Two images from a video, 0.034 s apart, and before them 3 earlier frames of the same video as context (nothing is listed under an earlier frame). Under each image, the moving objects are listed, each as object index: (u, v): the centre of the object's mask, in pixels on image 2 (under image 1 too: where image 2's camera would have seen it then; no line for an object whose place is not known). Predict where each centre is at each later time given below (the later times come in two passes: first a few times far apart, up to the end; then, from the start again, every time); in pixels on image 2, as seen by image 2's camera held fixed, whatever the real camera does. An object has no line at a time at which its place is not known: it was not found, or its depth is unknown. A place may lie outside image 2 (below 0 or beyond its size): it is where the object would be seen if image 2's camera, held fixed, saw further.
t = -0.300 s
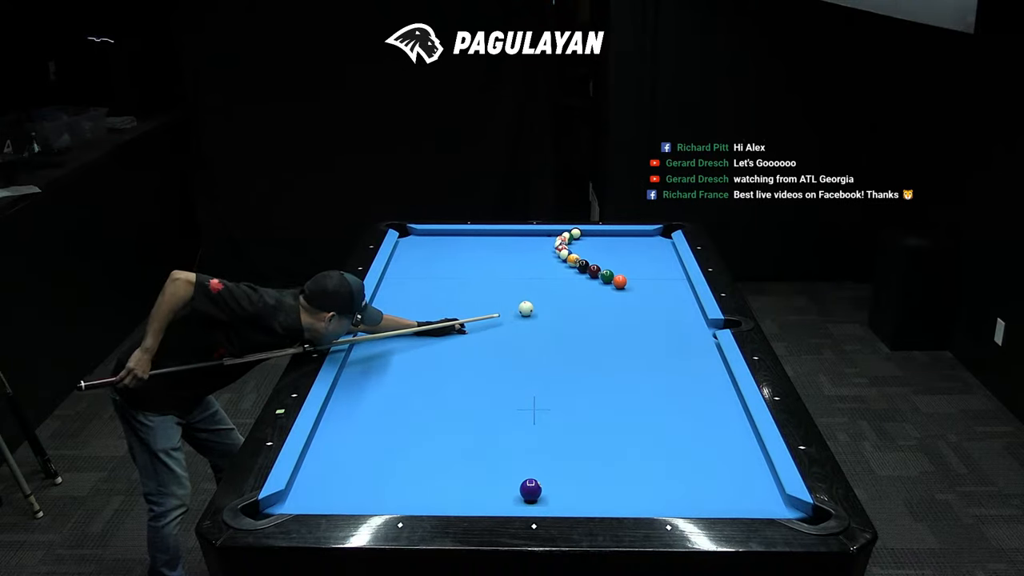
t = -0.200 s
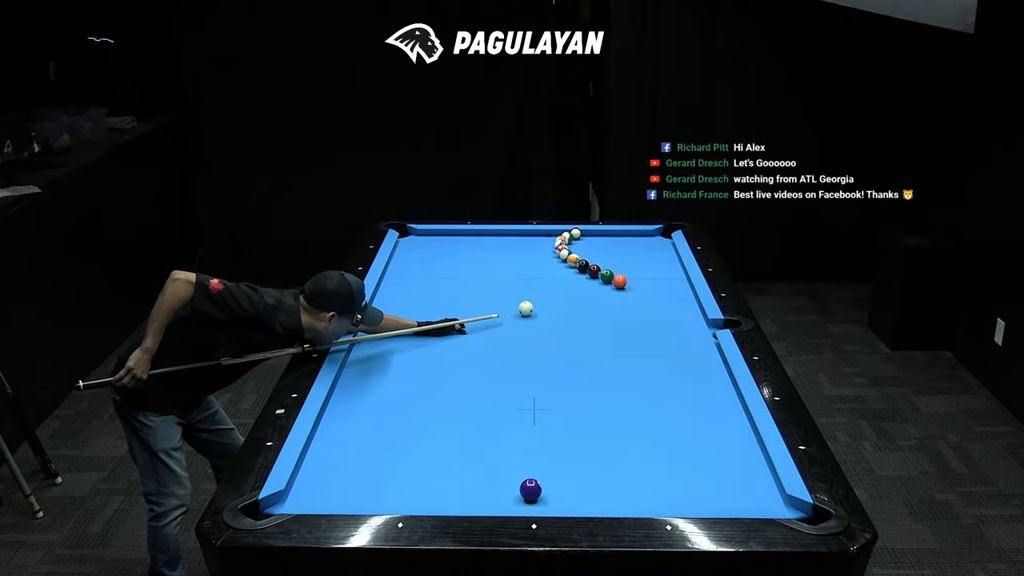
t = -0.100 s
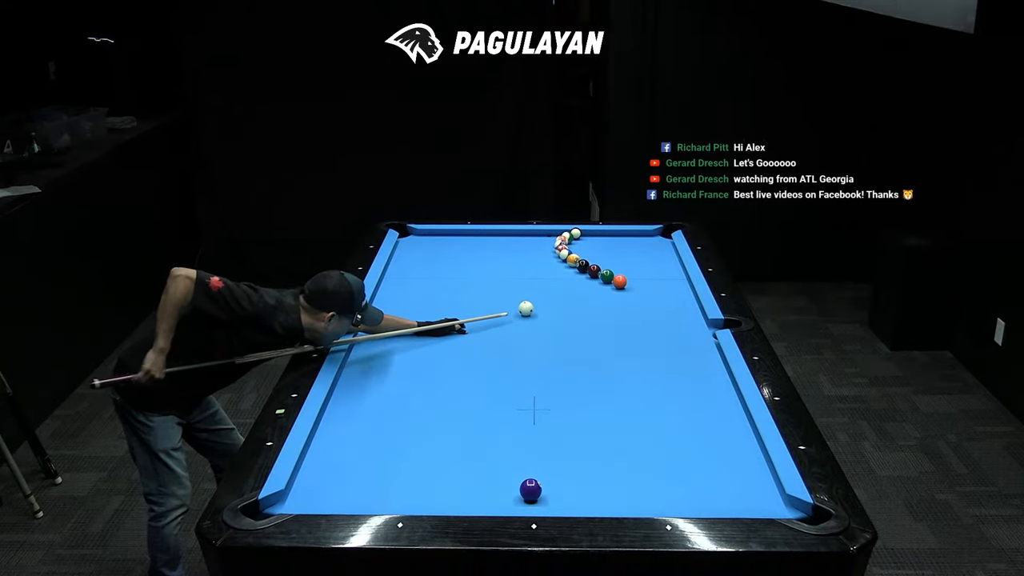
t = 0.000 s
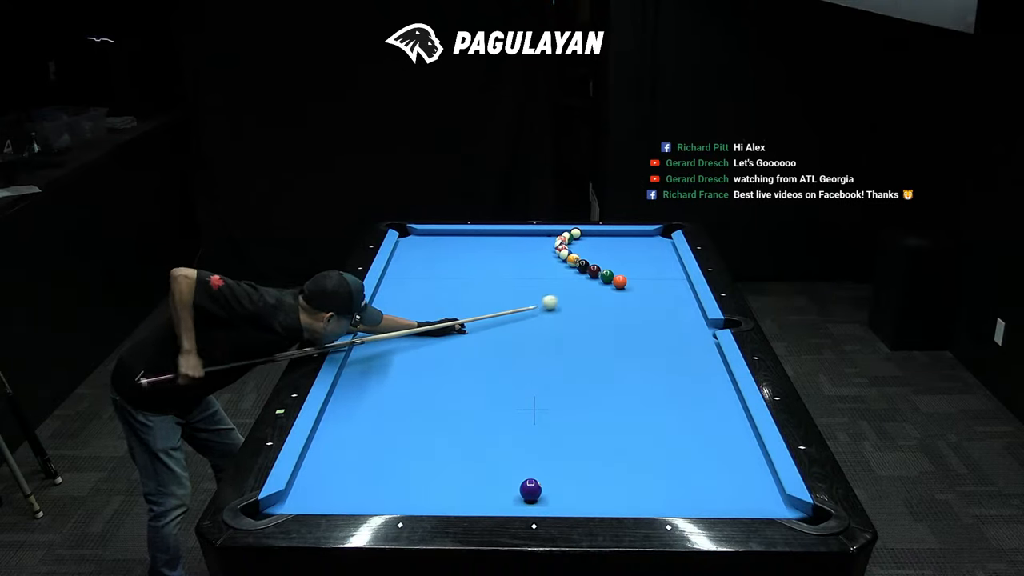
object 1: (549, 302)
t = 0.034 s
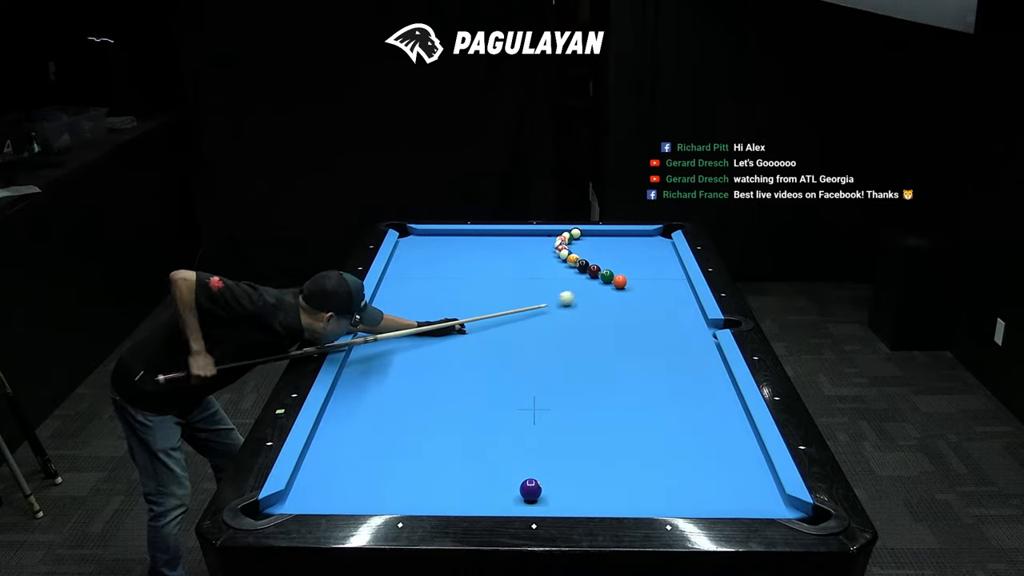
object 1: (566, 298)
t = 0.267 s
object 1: (648, 288)
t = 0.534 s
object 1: (676, 295)
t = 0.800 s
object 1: (646, 304)
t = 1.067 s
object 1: (615, 313)
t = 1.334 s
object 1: (585, 322)
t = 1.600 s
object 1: (554, 332)
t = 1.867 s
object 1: (524, 341)
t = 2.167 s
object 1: (490, 351)
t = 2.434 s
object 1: (459, 360)
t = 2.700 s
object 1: (429, 369)
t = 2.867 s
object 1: (410, 375)
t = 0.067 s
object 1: (581, 294)
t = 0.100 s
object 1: (596, 291)
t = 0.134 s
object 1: (610, 287)
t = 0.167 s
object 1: (622, 286)
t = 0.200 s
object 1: (631, 287)
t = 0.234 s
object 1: (640, 288)
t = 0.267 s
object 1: (648, 288)
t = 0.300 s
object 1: (656, 290)
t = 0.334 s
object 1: (664, 290)
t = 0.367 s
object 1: (672, 291)
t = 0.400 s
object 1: (680, 291)
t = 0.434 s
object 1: (688, 292)
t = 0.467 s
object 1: (685, 293)
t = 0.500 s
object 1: (680, 294)
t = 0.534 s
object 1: (676, 295)
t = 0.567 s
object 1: (672, 296)
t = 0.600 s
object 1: (668, 298)
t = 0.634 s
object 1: (664, 299)
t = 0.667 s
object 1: (661, 300)
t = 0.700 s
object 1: (657, 301)
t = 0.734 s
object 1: (653, 302)
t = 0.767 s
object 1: (649, 303)
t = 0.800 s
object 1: (646, 304)
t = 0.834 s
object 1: (642, 305)
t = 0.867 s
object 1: (638, 306)
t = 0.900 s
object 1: (634, 308)
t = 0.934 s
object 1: (630, 309)
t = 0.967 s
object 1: (627, 310)
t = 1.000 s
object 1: (623, 311)
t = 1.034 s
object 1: (619, 312)
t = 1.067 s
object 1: (615, 313)
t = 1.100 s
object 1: (612, 314)
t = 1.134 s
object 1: (608, 315)
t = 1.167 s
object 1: (604, 317)
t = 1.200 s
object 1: (600, 318)
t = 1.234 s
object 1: (596, 319)
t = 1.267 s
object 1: (592, 320)
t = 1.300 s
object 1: (589, 321)
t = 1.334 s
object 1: (585, 322)
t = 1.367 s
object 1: (581, 323)
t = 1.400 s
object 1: (577, 325)
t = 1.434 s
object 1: (574, 326)
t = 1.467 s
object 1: (570, 327)
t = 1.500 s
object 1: (566, 328)
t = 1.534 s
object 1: (562, 329)
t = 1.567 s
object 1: (558, 330)
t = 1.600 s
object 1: (554, 332)
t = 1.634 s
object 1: (551, 333)
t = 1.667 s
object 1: (547, 334)
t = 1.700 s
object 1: (543, 335)
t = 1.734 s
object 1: (539, 336)
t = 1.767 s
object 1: (535, 337)
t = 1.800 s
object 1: (532, 338)
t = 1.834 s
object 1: (528, 340)
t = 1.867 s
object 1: (524, 341)
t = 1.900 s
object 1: (520, 342)
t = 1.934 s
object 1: (516, 343)
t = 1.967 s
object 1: (513, 344)
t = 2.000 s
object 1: (509, 345)
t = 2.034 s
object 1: (505, 347)
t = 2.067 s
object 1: (501, 348)
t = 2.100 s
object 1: (497, 349)
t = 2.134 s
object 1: (493, 350)
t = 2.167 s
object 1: (490, 351)
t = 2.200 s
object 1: (486, 352)
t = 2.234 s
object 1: (482, 354)
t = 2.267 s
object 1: (478, 354)
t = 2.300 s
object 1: (474, 356)
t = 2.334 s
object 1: (470, 357)
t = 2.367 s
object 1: (467, 358)
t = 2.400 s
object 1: (463, 359)
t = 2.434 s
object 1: (459, 360)
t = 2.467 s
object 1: (455, 361)
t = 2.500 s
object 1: (451, 362)
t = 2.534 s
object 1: (448, 364)
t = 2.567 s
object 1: (444, 365)
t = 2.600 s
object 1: (440, 366)
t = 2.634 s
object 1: (436, 367)
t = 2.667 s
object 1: (432, 368)
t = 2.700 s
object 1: (429, 369)
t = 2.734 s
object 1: (425, 370)
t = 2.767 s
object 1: (421, 372)
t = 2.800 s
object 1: (418, 373)
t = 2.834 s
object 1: (414, 374)
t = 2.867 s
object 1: (410, 375)
